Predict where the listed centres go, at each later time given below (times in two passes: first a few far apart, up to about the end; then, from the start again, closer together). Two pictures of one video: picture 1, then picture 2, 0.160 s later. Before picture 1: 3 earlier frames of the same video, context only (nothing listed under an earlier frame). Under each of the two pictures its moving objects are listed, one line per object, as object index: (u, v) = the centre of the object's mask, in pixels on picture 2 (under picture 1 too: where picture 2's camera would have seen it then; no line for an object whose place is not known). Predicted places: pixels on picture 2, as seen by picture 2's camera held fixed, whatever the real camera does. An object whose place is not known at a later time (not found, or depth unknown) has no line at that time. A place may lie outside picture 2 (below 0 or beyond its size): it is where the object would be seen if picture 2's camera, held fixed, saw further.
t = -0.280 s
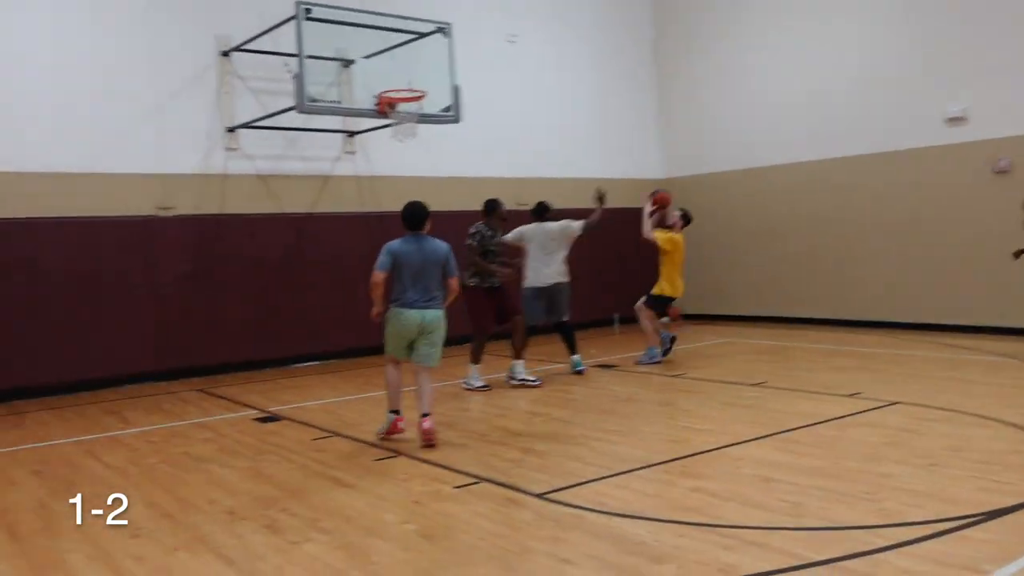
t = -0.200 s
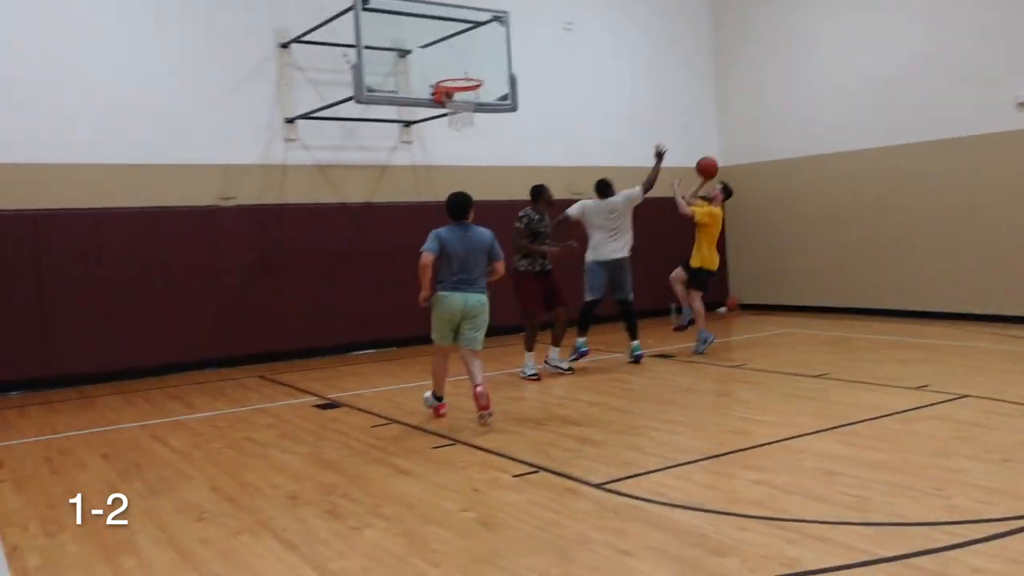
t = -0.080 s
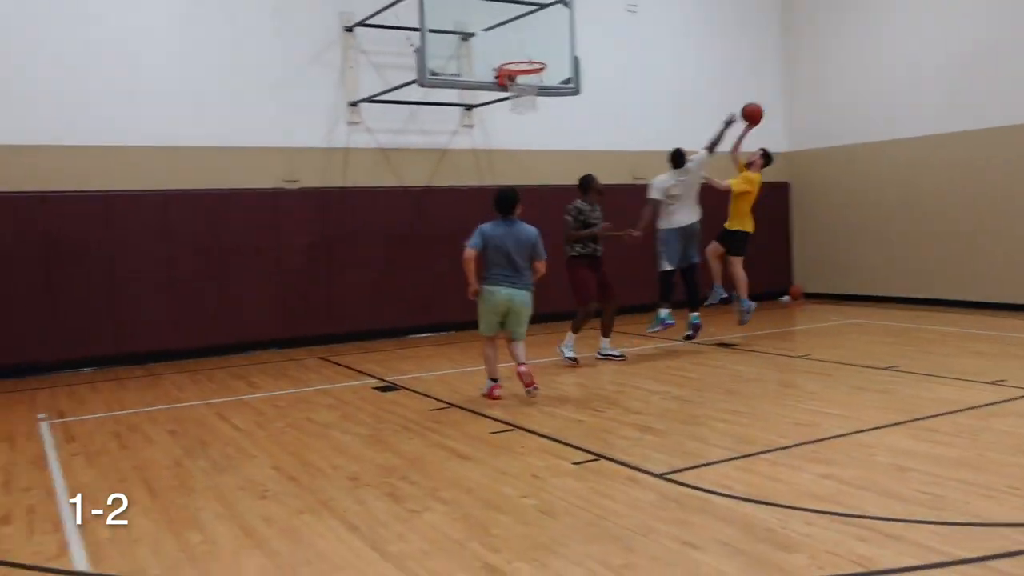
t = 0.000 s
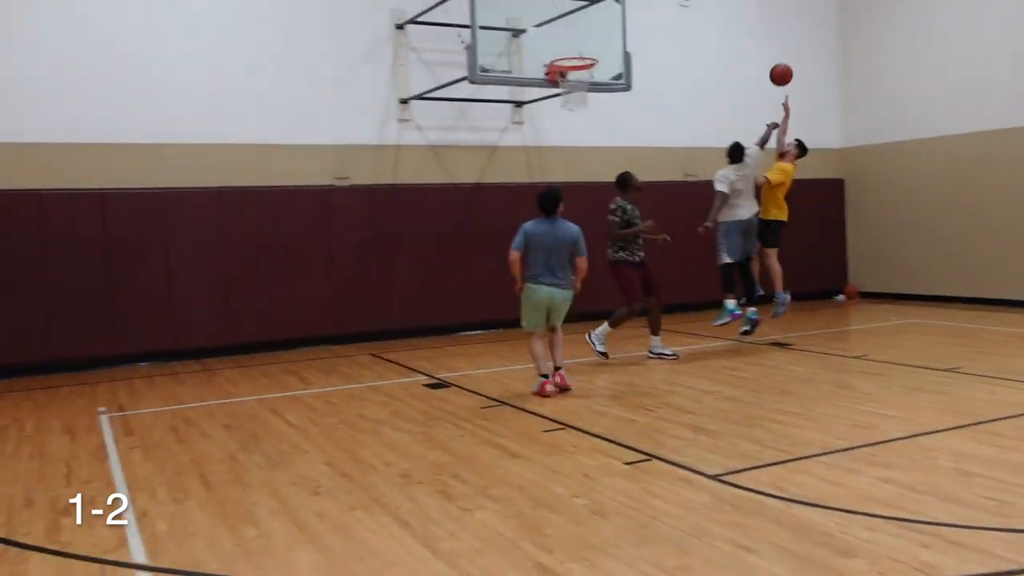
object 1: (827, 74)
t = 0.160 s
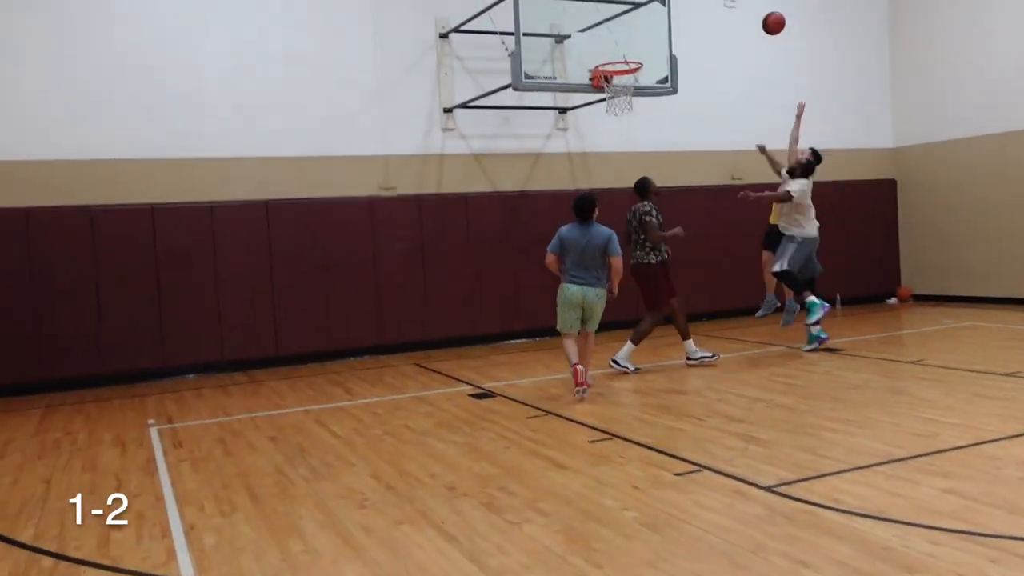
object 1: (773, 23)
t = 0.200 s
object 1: (758, 14)
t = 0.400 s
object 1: (691, -9)
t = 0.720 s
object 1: (644, 23)
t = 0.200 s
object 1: (758, 14)
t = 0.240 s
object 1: (743, 7)
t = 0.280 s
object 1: (730, 0)
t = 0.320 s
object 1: (718, -4)
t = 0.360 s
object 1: (705, -7)
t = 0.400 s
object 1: (691, -9)
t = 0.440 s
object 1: (677, -9)
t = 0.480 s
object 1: (664, -7)
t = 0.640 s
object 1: (643, 9)
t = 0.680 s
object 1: (645, 15)
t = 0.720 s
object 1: (644, 23)
